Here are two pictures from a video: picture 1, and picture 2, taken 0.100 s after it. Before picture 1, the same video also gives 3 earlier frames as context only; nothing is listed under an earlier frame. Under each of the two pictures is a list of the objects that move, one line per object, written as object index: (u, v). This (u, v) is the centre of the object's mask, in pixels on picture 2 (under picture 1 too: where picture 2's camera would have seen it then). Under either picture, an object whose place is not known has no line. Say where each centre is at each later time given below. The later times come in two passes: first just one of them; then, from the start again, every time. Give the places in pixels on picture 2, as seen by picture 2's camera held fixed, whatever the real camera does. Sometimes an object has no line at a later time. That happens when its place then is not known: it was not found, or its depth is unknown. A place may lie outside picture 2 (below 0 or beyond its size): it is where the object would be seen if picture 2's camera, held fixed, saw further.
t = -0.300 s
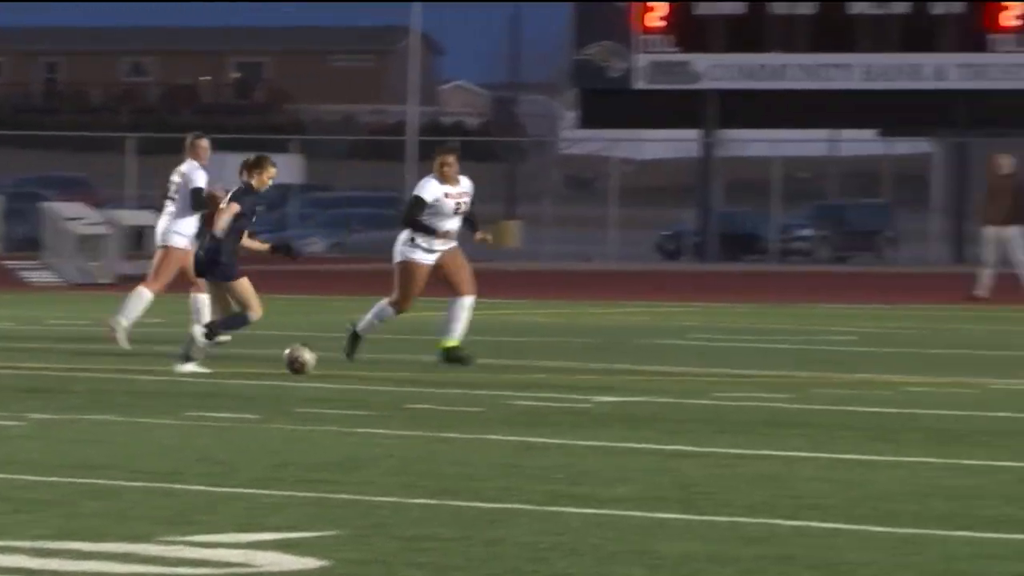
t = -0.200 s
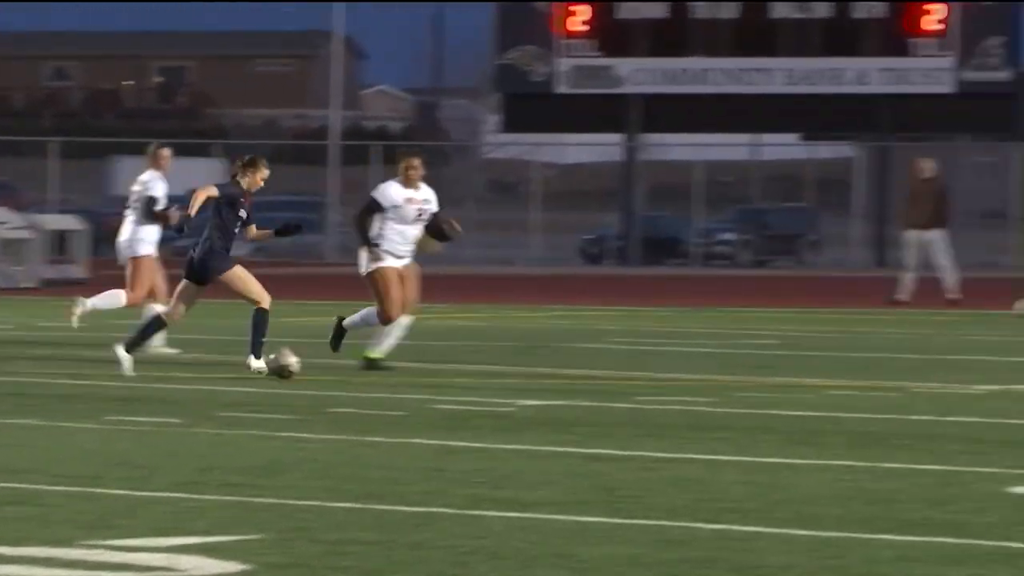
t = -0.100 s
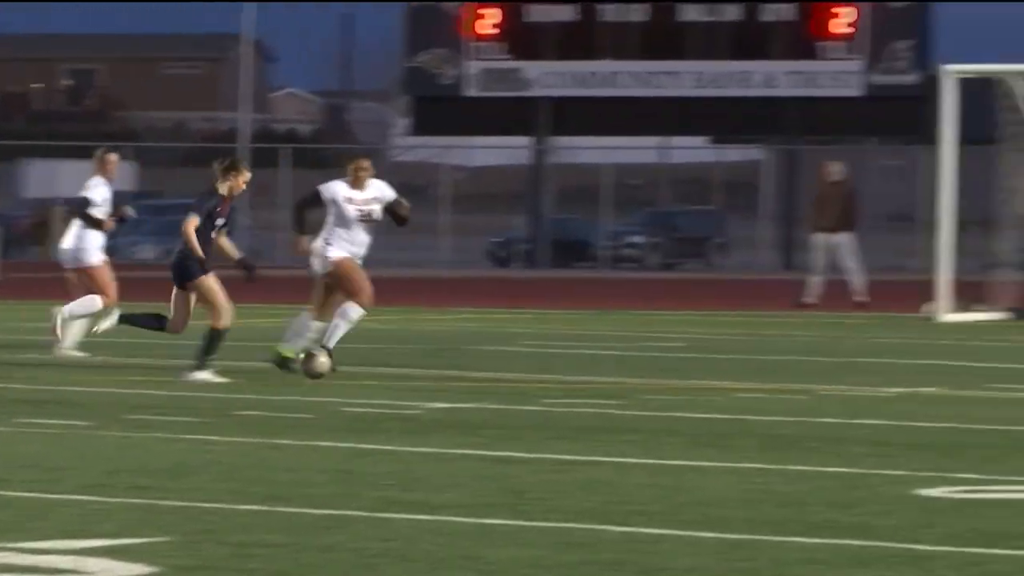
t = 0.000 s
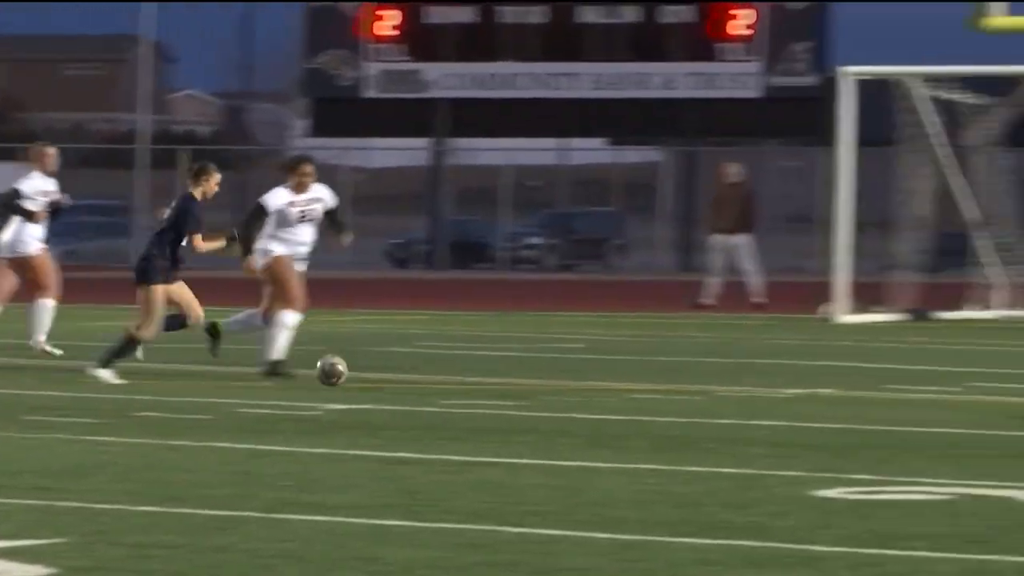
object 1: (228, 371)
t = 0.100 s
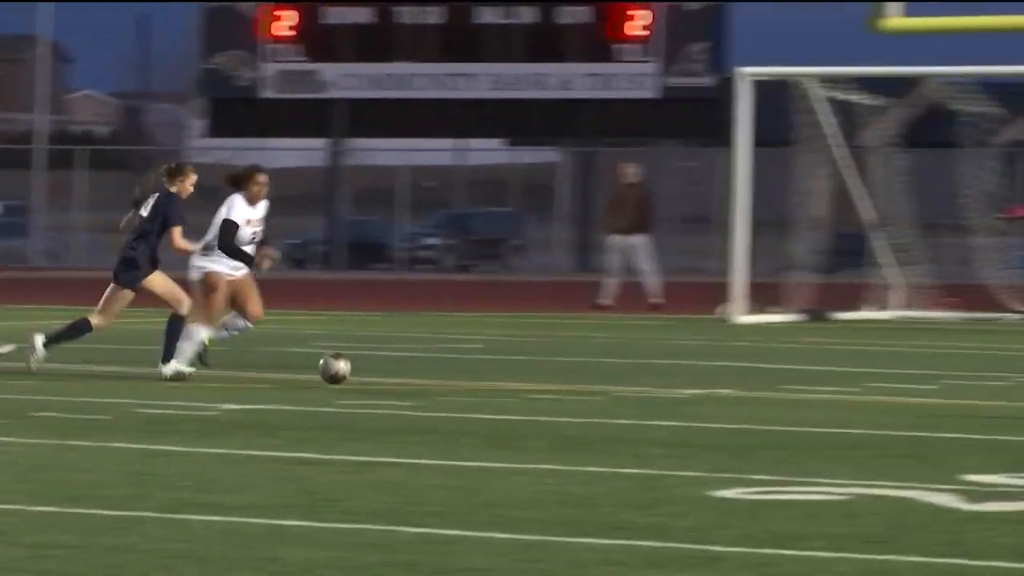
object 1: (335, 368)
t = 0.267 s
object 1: (489, 368)
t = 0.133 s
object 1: (369, 371)
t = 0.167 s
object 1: (402, 374)
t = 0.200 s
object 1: (432, 372)
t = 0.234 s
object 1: (460, 370)
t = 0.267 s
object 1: (489, 368)
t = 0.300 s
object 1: (518, 369)
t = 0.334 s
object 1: (547, 371)
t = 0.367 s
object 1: (575, 375)
